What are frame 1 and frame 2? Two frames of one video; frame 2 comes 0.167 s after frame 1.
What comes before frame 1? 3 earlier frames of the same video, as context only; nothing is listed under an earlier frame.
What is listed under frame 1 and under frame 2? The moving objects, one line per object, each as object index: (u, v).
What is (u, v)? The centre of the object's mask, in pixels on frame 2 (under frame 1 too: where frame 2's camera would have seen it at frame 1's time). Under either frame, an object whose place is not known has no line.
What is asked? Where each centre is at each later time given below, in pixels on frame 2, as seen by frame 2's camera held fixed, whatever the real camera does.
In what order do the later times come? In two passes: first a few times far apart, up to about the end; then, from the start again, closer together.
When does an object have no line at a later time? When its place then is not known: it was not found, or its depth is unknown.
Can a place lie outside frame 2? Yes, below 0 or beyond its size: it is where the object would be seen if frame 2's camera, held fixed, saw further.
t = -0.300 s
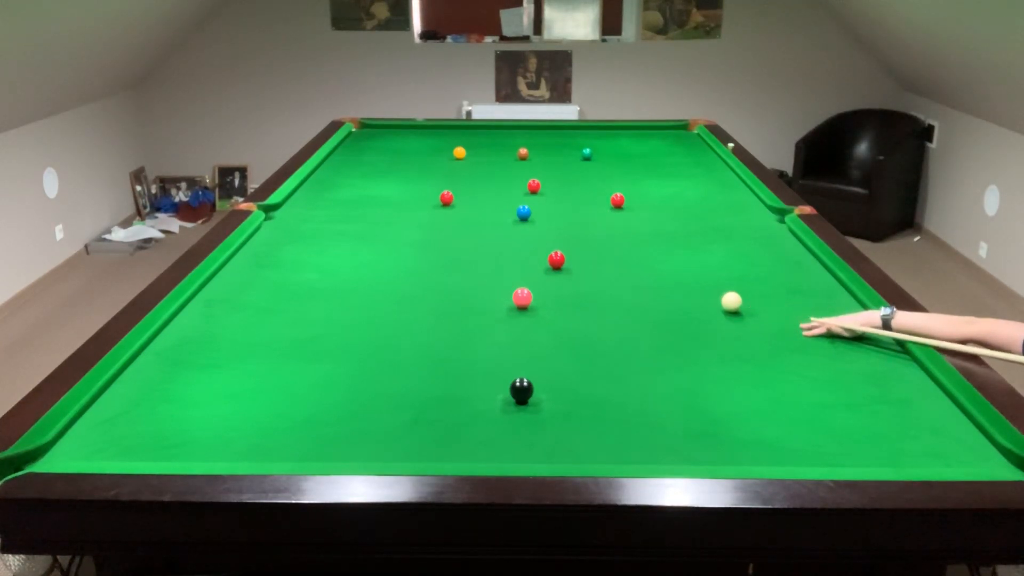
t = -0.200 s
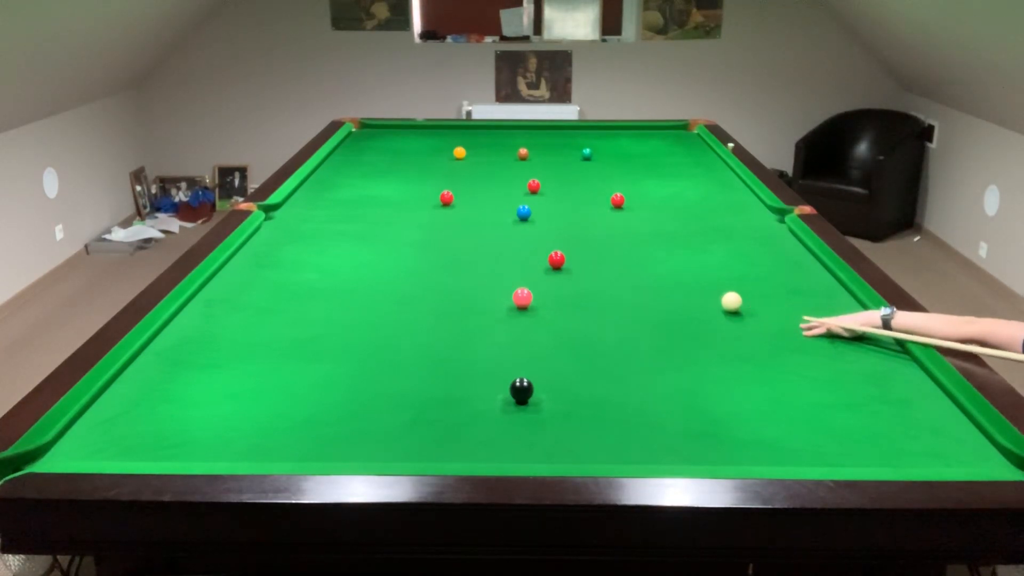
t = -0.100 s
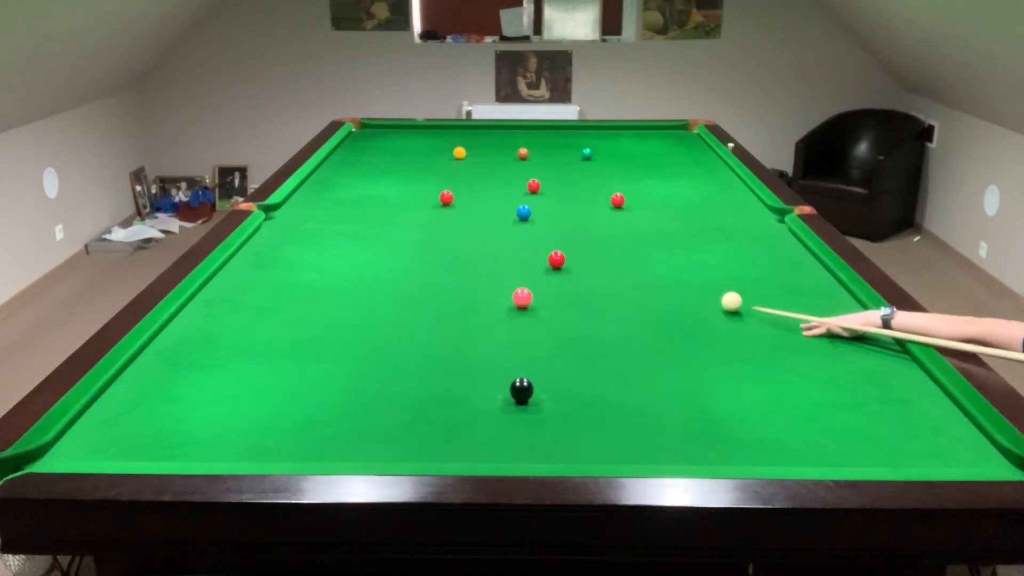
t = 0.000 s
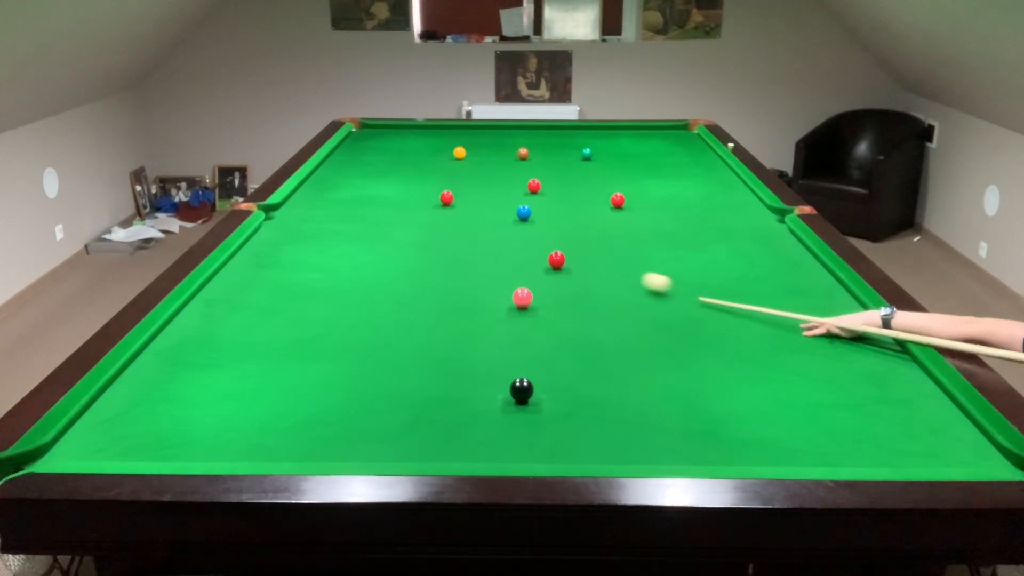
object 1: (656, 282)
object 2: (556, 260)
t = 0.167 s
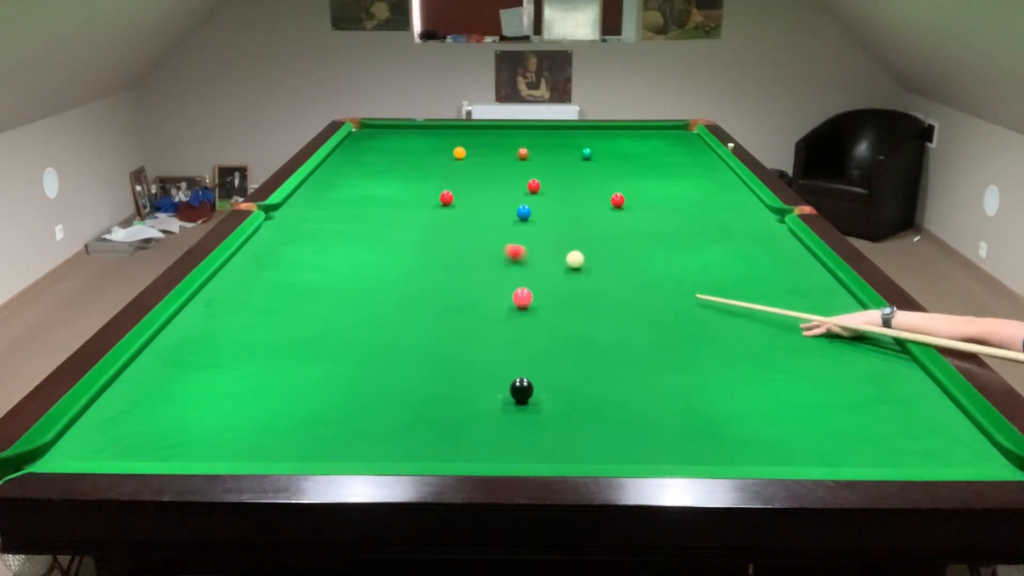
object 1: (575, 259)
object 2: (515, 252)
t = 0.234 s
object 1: (578, 257)
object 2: (474, 245)
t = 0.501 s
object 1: (589, 250)
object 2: (349, 224)
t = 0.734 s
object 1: (597, 244)
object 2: (263, 209)
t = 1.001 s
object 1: (605, 239)
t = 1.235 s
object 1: (611, 234)
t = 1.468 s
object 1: (617, 230)
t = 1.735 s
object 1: (622, 226)
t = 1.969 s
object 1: (625, 223)
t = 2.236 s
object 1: (628, 220)
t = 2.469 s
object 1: (630, 218)
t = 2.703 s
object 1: (632, 217)
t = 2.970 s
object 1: (634, 215)
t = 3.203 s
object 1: (635, 214)
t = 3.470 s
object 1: (635, 214)
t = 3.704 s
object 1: (636, 214)
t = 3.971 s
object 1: (635, 214)
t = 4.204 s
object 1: (635, 214)
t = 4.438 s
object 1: (635, 214)
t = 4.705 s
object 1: (635, 214)
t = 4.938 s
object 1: (635, 214)
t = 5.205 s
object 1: (635, 214)
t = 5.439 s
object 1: (635, 214)
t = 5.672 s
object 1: (635, 214)
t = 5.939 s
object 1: (635, 214)
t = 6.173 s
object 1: (635, 214)
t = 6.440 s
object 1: (635, 214)
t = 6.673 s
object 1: (635, 214)
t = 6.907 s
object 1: (636, 214)
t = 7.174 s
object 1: (635, 214)
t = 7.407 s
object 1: (635, 214)
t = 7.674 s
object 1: (636, 214)
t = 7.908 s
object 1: (636, 214)
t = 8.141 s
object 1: (635, 214)
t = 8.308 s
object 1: (635, 214)
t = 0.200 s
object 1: (576, 258)
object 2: (495, 248)
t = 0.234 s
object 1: (578, 257)
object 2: (474, 245)
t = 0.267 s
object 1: (579, 256)
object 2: (455, 242)
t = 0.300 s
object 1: (581, 256)
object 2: (438, 239)
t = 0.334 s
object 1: (582, 255)
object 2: (421, 236)
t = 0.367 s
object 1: (584, 254)
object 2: (405, 233)
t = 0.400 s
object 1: (585, 253)
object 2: (391, 231)
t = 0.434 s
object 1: (586, 252)
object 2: (376, 229)
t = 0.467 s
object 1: (588, 251)
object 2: (362, 226)
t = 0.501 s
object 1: (589, 250)
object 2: (349, 224)
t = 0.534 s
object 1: (590, 249)
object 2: (335, 222)
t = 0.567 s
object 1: (591, 248)
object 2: (322, 220)
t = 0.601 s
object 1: (593, 248)
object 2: (310, 217)
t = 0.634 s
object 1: (594, 247)
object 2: (296, 215)
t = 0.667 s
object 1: (595, 246)
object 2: (284, 213)
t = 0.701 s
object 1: (596, 245)
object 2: (272, 211)
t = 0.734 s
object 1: (597, 244)
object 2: (263, 209)
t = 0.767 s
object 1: (599, 244)
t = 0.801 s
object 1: (599, 243)
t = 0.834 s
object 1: (601, 242)
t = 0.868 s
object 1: (602, 241)
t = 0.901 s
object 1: (603, 241)
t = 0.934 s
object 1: (604, 240)
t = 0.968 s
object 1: (605, 239)
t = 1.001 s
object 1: (605, 239)
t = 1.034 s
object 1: (606, 238)
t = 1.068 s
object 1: (607, 237)
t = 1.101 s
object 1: (608, 237)
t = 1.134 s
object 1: (609, 236)
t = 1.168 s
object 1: (610, 235)
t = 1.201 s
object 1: (611, 235)
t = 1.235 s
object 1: (611, 234)
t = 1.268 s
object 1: (612, 233)
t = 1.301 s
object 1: (613, 233)
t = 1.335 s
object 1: (614, 232)
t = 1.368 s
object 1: (615, 232)
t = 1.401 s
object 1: (615, 231)
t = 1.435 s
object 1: (616, 230)
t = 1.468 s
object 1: (617, 230)
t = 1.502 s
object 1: (617, 229)
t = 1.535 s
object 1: (618, 229)
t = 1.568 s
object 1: (619, 228)
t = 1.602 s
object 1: (619, 228)
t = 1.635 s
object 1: (620, 227)
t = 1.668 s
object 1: (621, 227)
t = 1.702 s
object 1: (621, 226)
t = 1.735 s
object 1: (622, 226)
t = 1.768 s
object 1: (622, 225)
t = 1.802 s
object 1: (623, 225)
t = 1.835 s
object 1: (623, 225)
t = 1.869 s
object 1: (624, 224)
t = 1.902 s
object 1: (624, 224)
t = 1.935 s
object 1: (625, 223)
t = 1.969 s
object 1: (625, 223)
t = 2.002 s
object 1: (626, 223)
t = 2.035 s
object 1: (626, 222)
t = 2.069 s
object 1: (626, 222)
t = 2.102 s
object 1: (627, 222)
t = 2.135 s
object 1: (627, 221)
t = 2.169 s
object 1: (627, 221)
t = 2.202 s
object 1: (628, 220)
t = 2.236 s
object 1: (628, 220)
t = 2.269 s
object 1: (629, 220)
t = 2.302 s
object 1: (629, 220)
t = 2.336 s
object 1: (629, 219)
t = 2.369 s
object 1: (629, 219)
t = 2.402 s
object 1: (630, 219)
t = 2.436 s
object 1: (630, 218)
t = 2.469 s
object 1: (630, 218)
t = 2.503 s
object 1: (631, 218)
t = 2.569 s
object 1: (631, 217)
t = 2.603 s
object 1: (631, 217)
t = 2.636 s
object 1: (631, 217)
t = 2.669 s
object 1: (632, 217)
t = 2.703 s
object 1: (632, 217)
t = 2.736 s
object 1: (632, 216)
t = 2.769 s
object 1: (633, 216)
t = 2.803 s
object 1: (633, 216)
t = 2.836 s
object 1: (633, 216)
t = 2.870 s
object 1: (633, 216)
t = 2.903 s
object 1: (633, 215)
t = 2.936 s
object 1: (634, 215)
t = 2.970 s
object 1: (634, 215)
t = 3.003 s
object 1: (634, 215)
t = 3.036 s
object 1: (634, 215)
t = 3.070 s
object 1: (634, 215)
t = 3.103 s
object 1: (634, 215)
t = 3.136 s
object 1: (635, 215)
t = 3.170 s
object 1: (635, 214)
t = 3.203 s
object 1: (635, 214)
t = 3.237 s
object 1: (635, 214)
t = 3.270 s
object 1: (635, 214)
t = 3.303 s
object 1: (635, 214)
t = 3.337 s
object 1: (635, 214)
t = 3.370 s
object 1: (635, 214)
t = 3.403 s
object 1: (635, 214)
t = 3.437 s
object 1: (635, 214)
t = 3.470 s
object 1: (635, 214)
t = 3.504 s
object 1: (635, 214)
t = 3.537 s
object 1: (635, 214)
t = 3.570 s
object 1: (635, 214)
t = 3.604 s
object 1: (635, 214)
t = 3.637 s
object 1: (635, 214)
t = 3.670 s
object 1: (635, 214)
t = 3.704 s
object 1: (636, 214)
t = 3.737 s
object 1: (636, 214)
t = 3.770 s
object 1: (635, 214)
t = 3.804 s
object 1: (635, 214)
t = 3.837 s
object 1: (635, 214)
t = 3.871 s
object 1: (635, 214)
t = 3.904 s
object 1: (635, 214)
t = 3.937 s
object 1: (635, 214)
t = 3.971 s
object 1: (635, 214)
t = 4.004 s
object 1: (635, 214)
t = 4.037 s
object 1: (635, 214)
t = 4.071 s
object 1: (635, 214)
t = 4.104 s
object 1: (635, 214)
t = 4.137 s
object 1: (635, 214)
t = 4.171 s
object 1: (635, 214)
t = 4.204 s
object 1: (635, 214)
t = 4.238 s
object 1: (635, 214)
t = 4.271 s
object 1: (635, 214)
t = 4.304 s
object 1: (635, 214)
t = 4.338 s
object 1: (635, 214)
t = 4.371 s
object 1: (635, 214)
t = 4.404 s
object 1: (635, 214)
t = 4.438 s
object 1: (635, 214)
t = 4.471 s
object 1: (635, 214)
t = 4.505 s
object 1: (635, 214)
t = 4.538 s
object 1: (635, 214)
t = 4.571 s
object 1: (635, 214)
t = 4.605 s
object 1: (635, 214)
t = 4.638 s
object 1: (635, 214)
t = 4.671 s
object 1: (635, 214)
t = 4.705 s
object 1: (635, 214)
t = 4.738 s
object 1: (635, 214)
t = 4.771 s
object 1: (635, 214)
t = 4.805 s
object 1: (635, 214)
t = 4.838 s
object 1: (635, 214)
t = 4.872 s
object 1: (635, 214)
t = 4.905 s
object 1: (635, 214)
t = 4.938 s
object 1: (635, 214)
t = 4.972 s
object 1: (635, 214)
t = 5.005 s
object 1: (635, 214)
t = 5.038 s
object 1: (635, 214)
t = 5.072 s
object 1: (635, 214)
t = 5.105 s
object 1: (635, 214)
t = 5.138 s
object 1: (635, 214)
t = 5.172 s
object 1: (636, 214)
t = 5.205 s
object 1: (635, 214)
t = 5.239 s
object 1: (636, 214)
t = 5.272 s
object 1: (636, 214)
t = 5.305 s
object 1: (636, 214)
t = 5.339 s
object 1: (636, 214)
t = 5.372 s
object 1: (635, 214)
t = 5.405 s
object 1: (635, 214)
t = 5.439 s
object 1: (635, 214)
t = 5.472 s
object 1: (635, 214)
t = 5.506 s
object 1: (635, 214)
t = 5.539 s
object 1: (635, 214)
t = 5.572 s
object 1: (635, 214)
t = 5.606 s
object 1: (635, 214)
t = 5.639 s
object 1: (635, 214)
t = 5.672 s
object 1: (635, 214)
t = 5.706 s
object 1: (635, 214)
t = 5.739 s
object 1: (635, 214)
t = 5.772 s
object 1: (635, 214)
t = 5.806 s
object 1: (635, 214)
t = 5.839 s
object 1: (635, 214)
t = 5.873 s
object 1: (635, 214)
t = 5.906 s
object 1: (635, 214)
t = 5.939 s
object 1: (635, 214)
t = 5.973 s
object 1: (635, 214)
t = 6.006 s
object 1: (635, 214)
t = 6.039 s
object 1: (635, 214)
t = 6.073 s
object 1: (636, 214)
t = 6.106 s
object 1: (635, 214)
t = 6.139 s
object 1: (636, 214)
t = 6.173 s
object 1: (635, 214)
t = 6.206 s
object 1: (635, 214)
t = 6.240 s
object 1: (635, 214)
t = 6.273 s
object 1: (635, 214)
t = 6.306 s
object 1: (635, 214)
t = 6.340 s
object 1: (635, 214)
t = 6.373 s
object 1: (635, 214)
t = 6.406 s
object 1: (635, 214)
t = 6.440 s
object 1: (635, 214)
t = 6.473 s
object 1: (635, 214)
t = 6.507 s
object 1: (636, 214)
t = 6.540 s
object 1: (635, 214)
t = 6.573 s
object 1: (635, 214)
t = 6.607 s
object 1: (635, 214)
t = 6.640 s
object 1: (635, 214)
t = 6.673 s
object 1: (635, 214)
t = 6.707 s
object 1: (635, 214)
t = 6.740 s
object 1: (636, 214)
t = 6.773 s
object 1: (635, 214)
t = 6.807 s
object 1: (635, 214)
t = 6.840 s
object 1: (635, 214)
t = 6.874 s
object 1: (635, 214)
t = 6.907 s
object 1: (636, 214)
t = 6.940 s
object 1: (635, 214)
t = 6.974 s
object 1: (635, 214)
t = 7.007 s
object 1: (635, 214)
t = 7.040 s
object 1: (635, 214)
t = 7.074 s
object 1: (635, 214)
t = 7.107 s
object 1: (636, 214)
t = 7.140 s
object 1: (635, 214)
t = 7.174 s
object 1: (635, 214)
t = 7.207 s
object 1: (635, 214)
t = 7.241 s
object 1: (635, 214)
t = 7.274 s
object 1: (635, 214)
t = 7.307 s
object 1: (635, 214)
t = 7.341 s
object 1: (636, 214)
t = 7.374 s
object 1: (636, 214)
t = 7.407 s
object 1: (635, 214)
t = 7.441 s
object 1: (635, 214)
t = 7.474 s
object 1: (636, 214)
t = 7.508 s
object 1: (636, 214)
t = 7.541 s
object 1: (636, 214)
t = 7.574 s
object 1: (636, 214)
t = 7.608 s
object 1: (636, 214)
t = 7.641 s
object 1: (636, 214)
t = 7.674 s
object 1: (636, 214)
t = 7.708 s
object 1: (635, 214)
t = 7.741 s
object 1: (635, 214)
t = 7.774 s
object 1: (635, 214)
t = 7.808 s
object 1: (635, 214)
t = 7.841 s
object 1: (635, 214)
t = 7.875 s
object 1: (636, 214)
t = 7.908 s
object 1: (636, 214)
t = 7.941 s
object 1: (635, 214)
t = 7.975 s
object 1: (636, 214)
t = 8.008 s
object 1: (635, 214)
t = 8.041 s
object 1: (635, 214)
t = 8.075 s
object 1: (635, 214)
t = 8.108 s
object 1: (635, 214)
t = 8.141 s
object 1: (635, 214)
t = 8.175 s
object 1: (635, 214)
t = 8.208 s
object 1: (635, 214)
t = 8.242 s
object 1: (635, 214)
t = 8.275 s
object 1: (635, 214)
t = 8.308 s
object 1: (635, 214)
